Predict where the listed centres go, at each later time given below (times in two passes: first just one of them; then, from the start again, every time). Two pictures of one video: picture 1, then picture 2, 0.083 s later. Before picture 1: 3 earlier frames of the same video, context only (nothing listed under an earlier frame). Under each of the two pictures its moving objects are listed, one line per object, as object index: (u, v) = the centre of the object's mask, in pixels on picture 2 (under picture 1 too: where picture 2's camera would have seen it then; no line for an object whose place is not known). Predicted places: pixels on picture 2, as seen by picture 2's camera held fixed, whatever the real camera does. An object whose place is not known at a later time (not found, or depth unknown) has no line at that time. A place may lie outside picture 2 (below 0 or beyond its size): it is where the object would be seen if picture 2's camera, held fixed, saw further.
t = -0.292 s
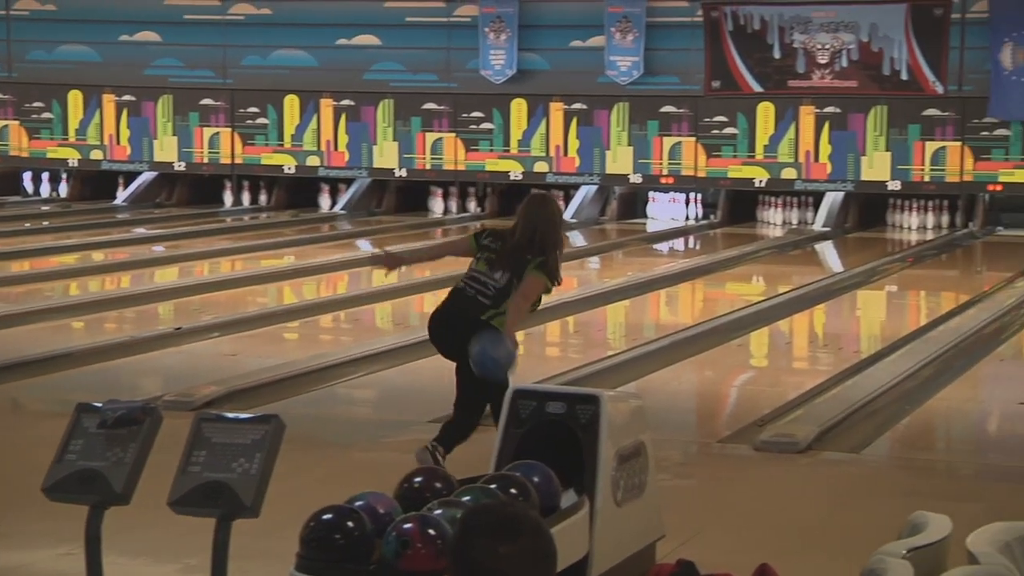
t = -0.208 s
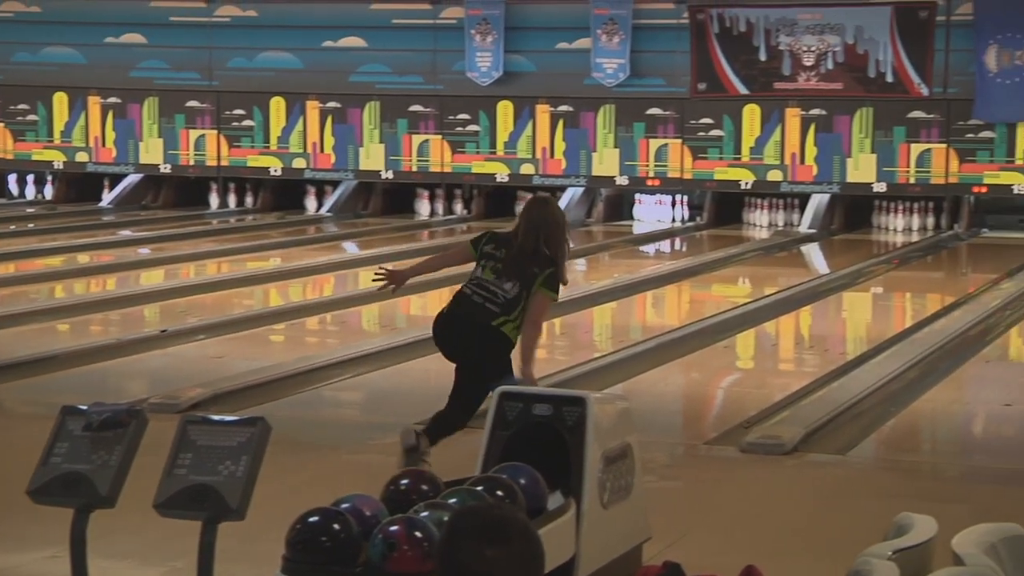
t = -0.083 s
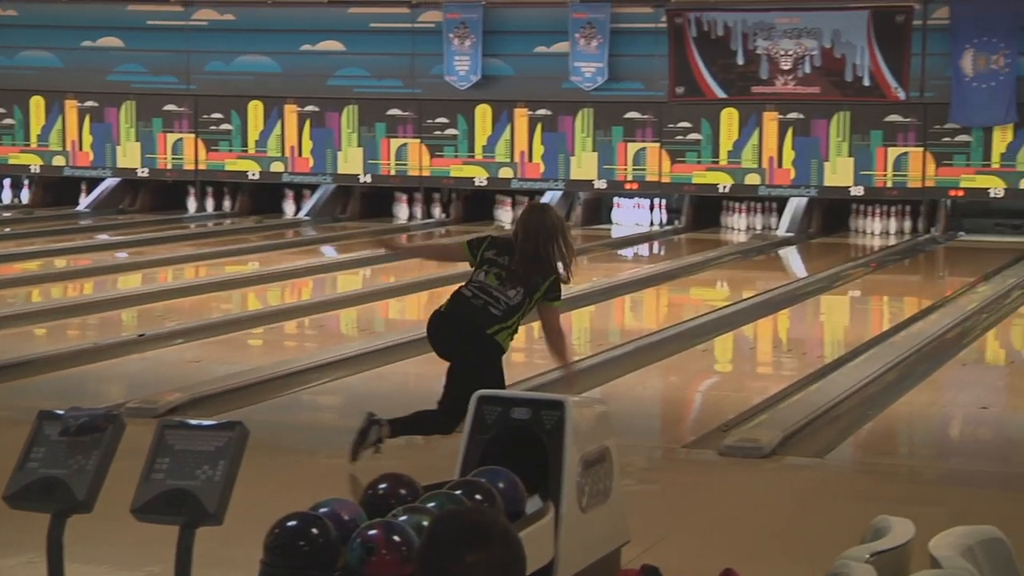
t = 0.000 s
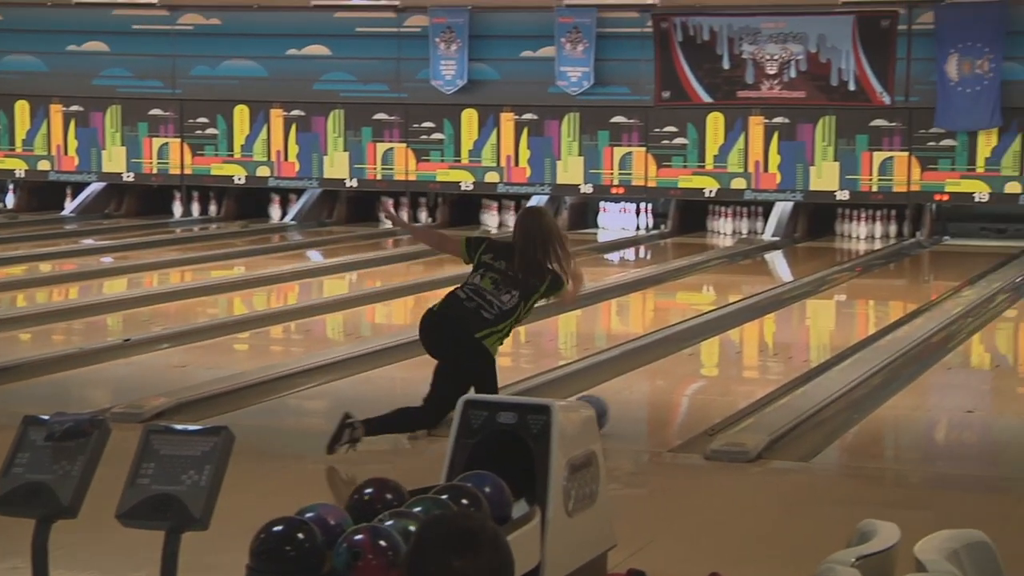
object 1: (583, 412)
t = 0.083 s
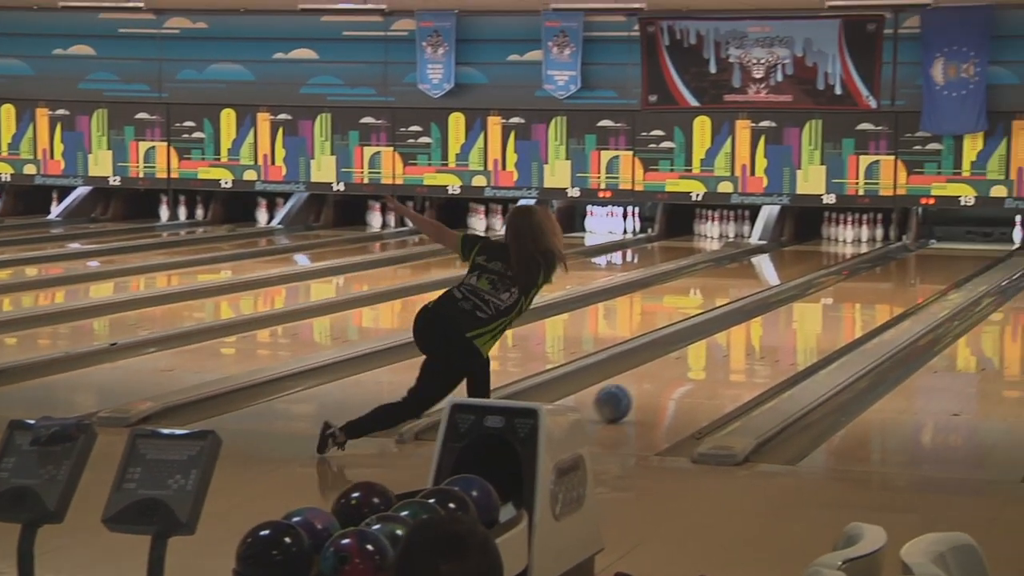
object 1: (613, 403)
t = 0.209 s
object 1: (662, 383)
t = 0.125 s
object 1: (630, 396)
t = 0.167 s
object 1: (646, 390)
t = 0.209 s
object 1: (662, 383)
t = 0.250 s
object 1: (677, 376)
